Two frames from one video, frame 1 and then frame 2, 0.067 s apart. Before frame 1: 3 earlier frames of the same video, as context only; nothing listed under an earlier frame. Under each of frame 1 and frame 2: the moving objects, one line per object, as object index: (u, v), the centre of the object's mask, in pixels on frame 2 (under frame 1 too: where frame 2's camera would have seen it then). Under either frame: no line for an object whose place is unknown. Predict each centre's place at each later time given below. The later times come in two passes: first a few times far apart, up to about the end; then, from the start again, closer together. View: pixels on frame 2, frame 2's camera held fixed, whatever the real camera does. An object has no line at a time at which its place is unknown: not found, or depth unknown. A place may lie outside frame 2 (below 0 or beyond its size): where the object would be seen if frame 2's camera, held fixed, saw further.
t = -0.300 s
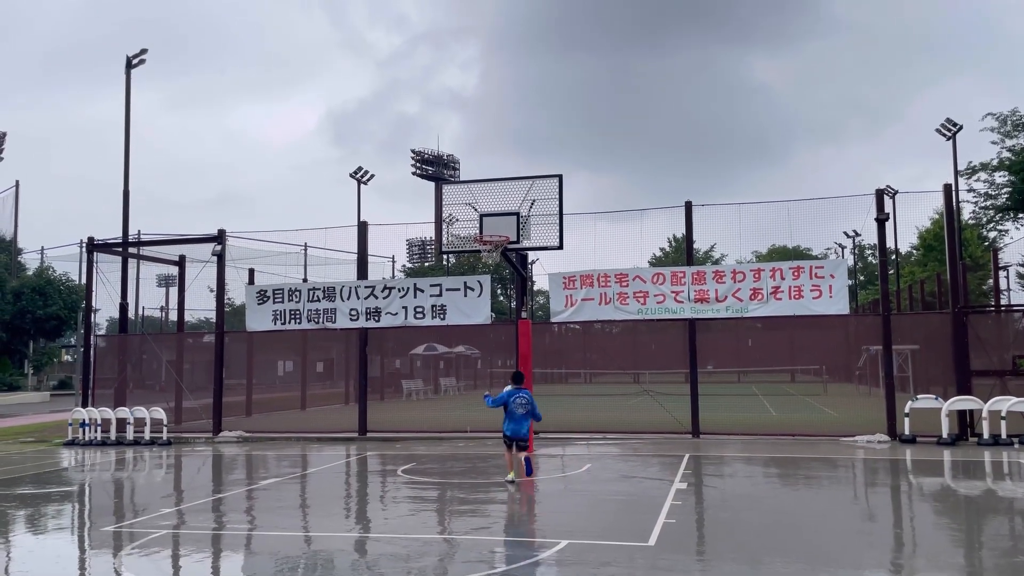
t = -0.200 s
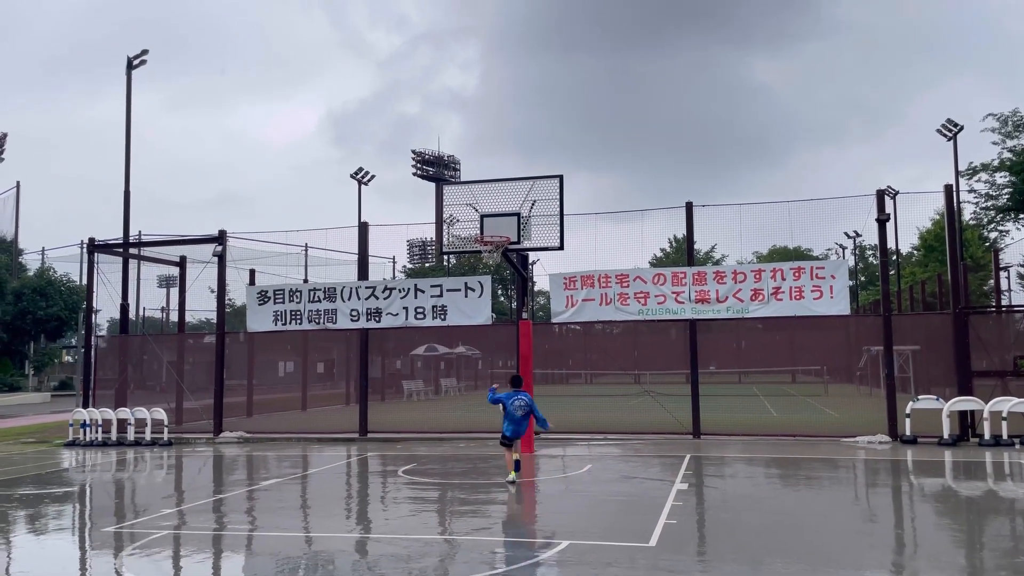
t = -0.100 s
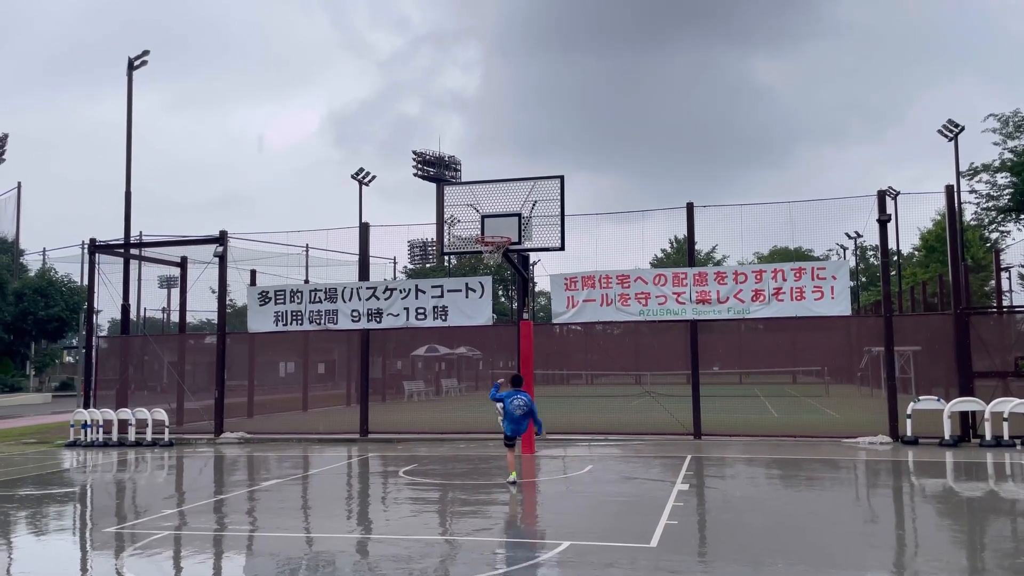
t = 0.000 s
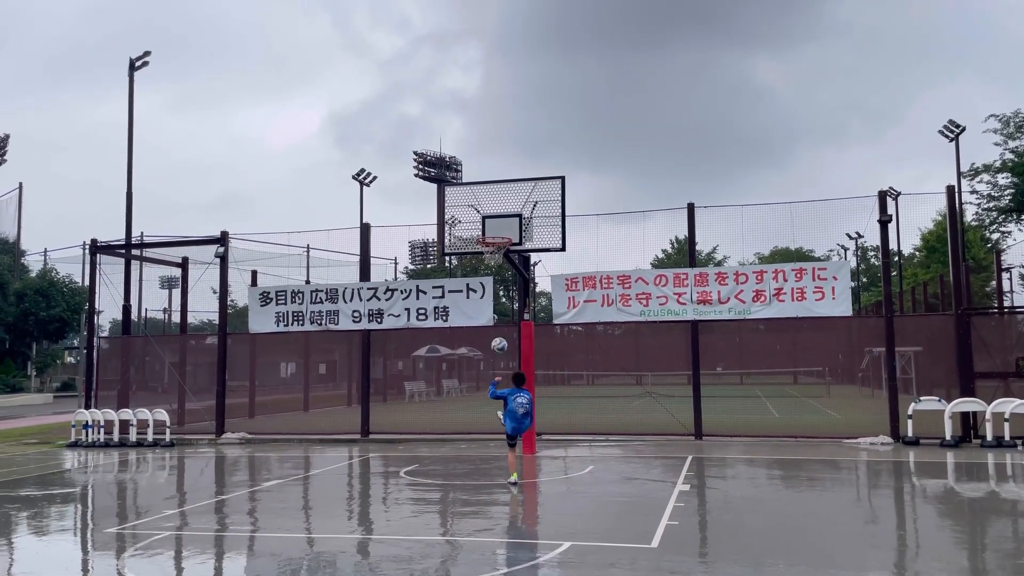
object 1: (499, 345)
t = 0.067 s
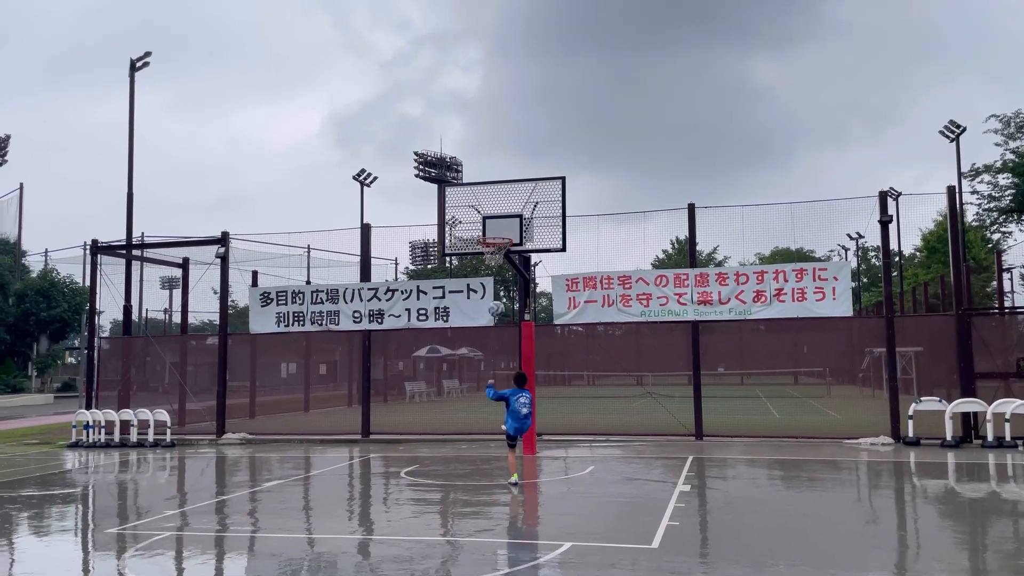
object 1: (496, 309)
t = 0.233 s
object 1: (488, 234)
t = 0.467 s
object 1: (479, 166)
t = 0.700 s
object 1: (471, 140)
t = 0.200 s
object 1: (489, 246)
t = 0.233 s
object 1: (488, 234)
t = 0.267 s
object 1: (487, 221)
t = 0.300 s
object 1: (486, 209)
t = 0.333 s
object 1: (485, 199)
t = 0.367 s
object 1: (483, 189)
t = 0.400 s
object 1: (482, 181)
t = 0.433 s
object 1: (481, 173)
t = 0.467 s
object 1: (479, 166)
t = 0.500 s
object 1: (478, 159)
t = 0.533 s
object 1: (477, 154)
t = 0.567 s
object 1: (476, 150)
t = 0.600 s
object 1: (474, 146)
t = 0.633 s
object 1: (473, 144)
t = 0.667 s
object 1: (472, 142)
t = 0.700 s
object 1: (471, 140)
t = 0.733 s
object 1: (470, 140)
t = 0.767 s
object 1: (469, 141)
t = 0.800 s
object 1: (468, 143)
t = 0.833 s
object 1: (466, 145)
